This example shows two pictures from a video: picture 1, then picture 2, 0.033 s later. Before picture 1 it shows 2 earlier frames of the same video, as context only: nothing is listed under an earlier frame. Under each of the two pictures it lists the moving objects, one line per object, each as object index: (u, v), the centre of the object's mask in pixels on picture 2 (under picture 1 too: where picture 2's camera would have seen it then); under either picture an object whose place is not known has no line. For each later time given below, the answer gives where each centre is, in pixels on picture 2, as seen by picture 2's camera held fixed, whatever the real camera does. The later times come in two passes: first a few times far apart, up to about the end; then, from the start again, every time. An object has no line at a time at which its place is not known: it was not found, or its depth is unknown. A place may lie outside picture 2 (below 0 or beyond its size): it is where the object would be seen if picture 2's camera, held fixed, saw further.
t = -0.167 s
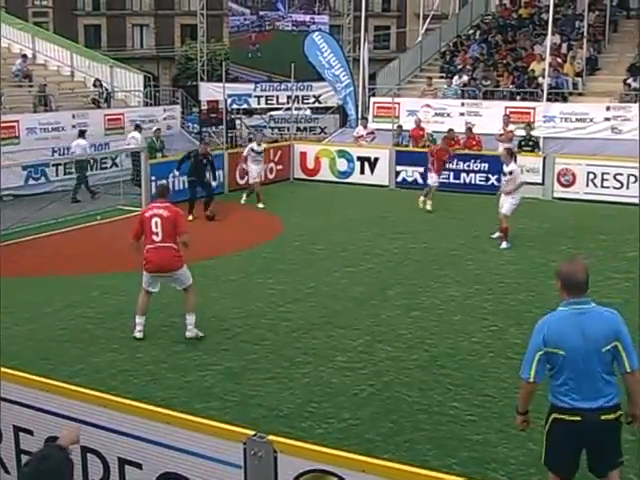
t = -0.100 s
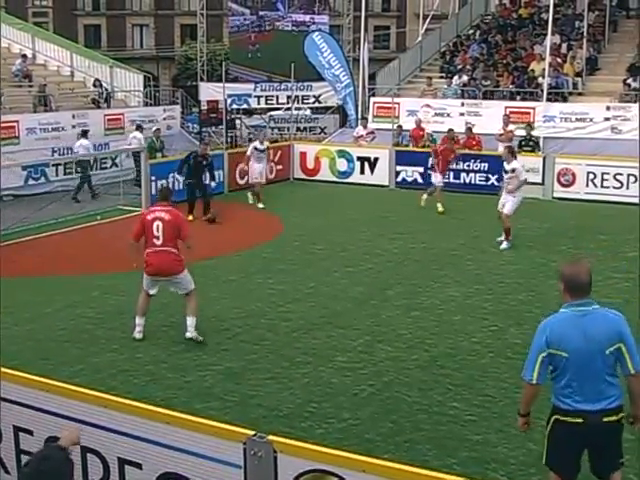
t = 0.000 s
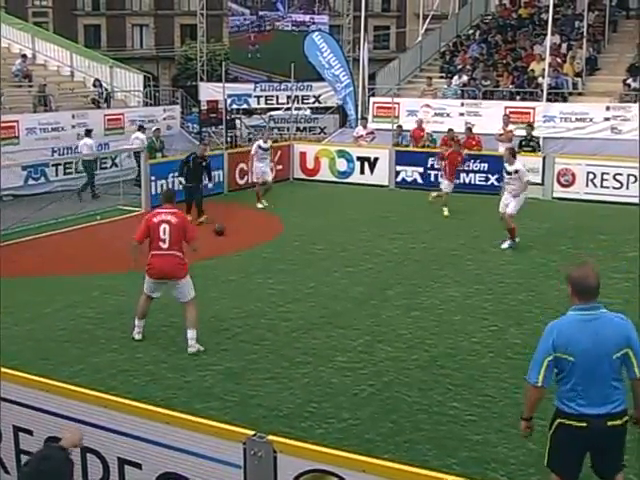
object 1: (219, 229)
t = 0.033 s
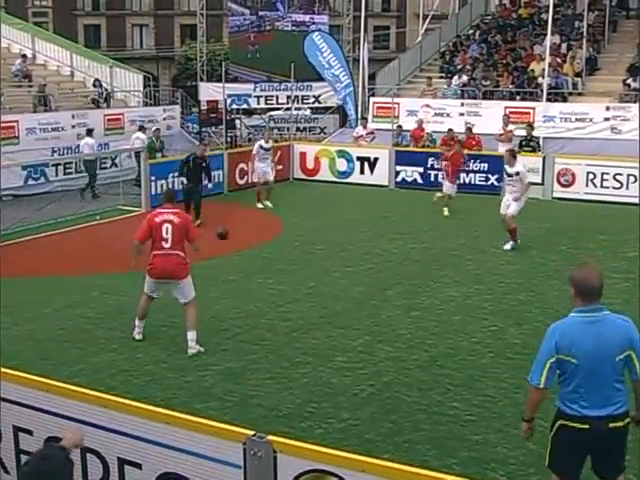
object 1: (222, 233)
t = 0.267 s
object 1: (247, 267)
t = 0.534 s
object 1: (283, 312)
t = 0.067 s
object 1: (225, 237)
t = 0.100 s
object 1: (229, 244)
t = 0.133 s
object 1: (232, 247)
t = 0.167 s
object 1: (235, 251)
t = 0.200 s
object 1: (239, 258)
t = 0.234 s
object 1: (243, 262)
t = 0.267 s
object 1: (247, 267)
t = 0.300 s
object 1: (251, 273)
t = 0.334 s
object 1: (255, 278)
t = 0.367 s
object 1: (259, 282)
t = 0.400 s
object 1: (265, 287)
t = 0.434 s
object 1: (269, 293)
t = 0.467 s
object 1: (273, 300)
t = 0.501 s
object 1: (278, 307)
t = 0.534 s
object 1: (283, 312)
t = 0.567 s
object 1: (288, 318)
